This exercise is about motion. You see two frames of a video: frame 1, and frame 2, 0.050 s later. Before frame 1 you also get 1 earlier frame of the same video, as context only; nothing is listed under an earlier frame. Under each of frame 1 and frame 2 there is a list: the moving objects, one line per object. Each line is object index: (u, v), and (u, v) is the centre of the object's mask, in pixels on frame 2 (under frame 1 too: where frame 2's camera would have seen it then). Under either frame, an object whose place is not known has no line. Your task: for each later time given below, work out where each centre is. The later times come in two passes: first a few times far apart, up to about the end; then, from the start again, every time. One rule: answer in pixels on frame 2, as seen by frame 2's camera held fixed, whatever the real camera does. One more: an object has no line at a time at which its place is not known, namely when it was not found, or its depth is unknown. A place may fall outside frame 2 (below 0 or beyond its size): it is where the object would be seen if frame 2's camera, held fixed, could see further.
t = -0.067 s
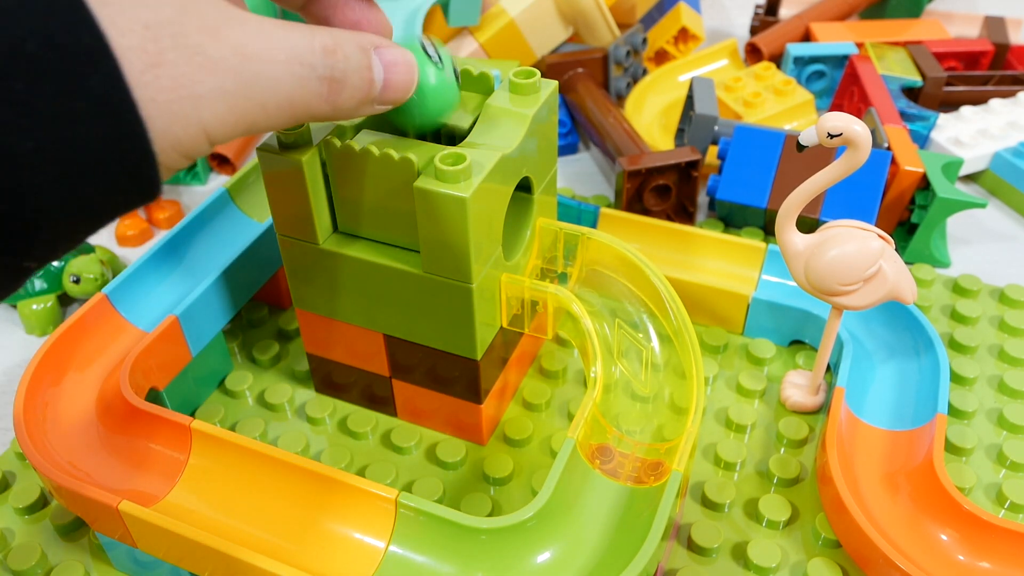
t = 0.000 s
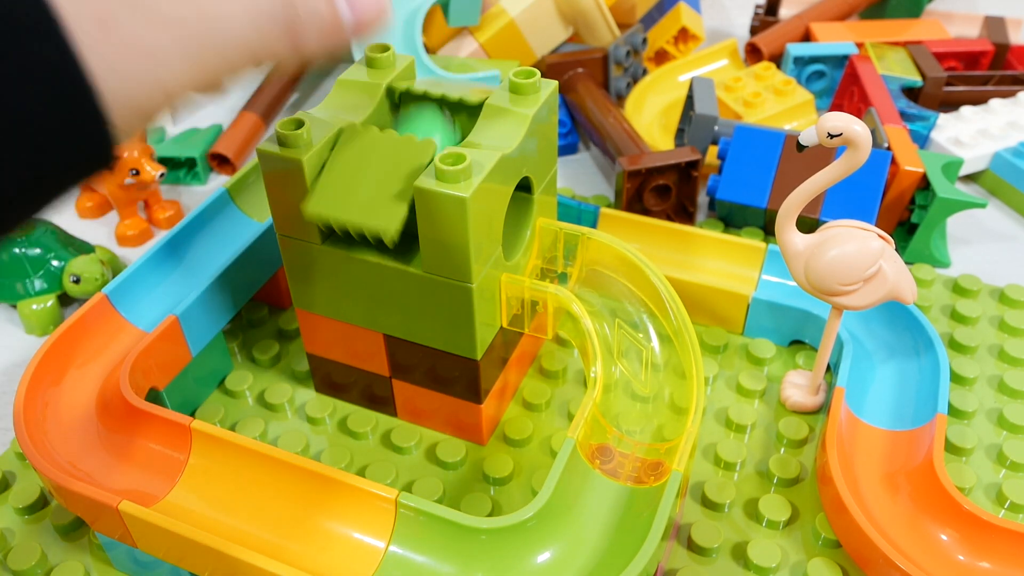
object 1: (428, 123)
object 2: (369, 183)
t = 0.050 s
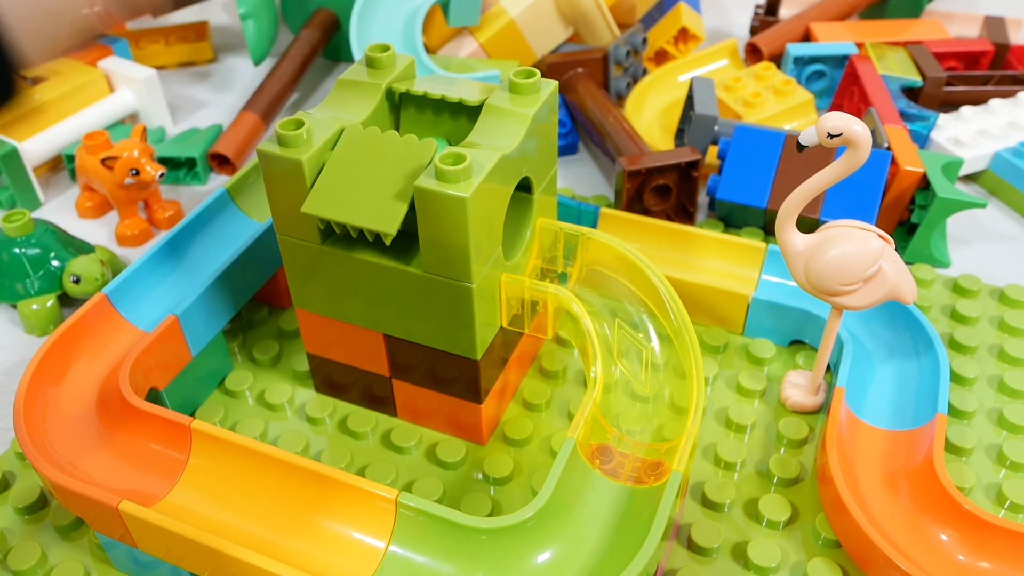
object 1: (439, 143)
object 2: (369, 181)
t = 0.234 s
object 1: (507, 218)
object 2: (372, 193)
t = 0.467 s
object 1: (542, 234)
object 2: (373, 193)
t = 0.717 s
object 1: (630, 437)
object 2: (373, 193)
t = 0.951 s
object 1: (358, 535)
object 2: (373, 193)
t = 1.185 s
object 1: (102, 442)
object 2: (373, 193)
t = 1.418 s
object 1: (154, 284)
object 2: (373, 193)
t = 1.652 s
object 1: (254, 184)
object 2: (373, 193)
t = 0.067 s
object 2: (369, 181)
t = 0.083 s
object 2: (369, 181)
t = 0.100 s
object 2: (369, 182)
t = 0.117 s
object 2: (369, 183)
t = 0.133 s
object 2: (369, 184)
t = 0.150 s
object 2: (370, 185)
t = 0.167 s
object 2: (371, 187)
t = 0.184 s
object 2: (372, 189)
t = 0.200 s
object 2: (372, 191)
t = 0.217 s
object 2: (373, 188)
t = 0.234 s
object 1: (507, 218)
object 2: (372, 193)
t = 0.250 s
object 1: (509, 219)
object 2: (372, 193)
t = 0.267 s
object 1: (512, 219)
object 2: (372, 193)
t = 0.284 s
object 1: (514, 220)
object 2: (372, 193)
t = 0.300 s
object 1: (516, 224)
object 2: (372, 193)
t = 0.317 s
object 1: (517, 222)
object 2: (372, 193)
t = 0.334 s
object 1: (519, 222)
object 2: (373, 193)
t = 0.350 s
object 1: (522, 222)
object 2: (372, 193)
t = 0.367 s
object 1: (524, 222)
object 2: (372, 193)
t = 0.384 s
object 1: (527, 223)
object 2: (372, 193)
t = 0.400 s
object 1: (529, 224)
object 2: (373, 193)
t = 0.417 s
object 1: (531, 224)
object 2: (373, 193)
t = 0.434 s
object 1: (534, 226)
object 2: (373, 193)
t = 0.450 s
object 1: (538, 229)
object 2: (372, 193)
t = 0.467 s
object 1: (542, 234)
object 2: (373, 193)
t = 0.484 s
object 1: (554, 247)
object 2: (373, 193)
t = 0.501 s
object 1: (564, 255)
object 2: (373, 193)
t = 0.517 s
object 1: (574, 257)
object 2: (373, 193)
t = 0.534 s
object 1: (583, 260)
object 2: (373, 193)
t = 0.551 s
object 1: (592, 264)
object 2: (373, 193)
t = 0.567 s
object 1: (600, 271)
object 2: (373, 193)
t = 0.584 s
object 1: (610, 279)
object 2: (373, 193)
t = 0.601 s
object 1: (620, 287)
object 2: (372, 193)
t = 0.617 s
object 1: (629, 300)
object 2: (373, 193)
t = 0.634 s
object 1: (638, 316)
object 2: (373, 193)
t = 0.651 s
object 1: (646, 336)
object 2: (373, 193)
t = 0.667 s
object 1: (650, 363)
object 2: (372, 193)
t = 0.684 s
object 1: (647, 395)
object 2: (373, 193)
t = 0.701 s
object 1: (641, 416)
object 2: (373, 193)
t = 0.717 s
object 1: (630, 437)
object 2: (373, 193)
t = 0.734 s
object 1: (621, 459)
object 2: (373, 193)
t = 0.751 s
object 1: (613, 482)
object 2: (372, 193)
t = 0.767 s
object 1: (604, 504)
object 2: (373, 193)
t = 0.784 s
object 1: (593, 526)
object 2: (373, 193)
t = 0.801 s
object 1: (576, 540)
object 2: (372, 193)
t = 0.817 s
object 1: (550, 548)
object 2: (372, 193)
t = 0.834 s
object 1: (525, 552)
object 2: (373, 193)
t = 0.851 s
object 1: (498, 554)
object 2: (373, 193)
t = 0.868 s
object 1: (471, 554)
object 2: (373, 193)
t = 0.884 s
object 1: (446, 551)
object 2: (372, 193)
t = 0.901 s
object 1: (423, 547)
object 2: (373, 193)
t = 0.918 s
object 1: (402, 543)
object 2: (373, 193)
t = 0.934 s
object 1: (380, 539)
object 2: (373, 193)
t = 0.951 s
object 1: (358, 535)
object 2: (373, 193)
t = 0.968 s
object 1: (336, 529)
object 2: (373, 193)
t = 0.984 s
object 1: (316, 522)
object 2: (373, 193)
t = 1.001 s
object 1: (297, 514)
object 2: (373, 193)
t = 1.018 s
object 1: (278, 507)
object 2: (373, 193)
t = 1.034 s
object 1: (258, 500)
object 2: (373, 193)
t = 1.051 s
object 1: (240, 492)
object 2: (373, 193)
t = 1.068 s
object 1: (222, 485)
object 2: (373, 193)
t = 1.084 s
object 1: (203, 480)
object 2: (373, 193)
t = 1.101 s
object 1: (184, 472)
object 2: (373, 193)
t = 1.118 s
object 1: (168, 465)
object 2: (373, 193)
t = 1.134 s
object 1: (152, 459)
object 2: (373, 193)
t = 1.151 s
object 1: (137, 454)
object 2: (373, 193)
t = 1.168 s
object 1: (120, 448)
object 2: (373, 193)
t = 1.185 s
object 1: (102, 442)
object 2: (373, 193)
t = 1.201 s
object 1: (87, 434)
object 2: (373, 193)
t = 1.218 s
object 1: (78, 424)
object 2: (373, 193)
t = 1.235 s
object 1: (73, 412)
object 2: (373, 193)
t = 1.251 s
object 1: (70, 400)
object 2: (373, 193)
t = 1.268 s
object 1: (69, 386)
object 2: (373, 193)
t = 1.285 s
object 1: (74, 372)
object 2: (373, 193)
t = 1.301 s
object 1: (81, 360)
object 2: (373, 193)
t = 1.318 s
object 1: (89, 347)
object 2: (373, 193)
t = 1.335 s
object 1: (99, 335)
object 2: (373, 193)
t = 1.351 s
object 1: (111, 324)
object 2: (373, 193)
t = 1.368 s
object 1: (123, 314)
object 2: (373, 193)
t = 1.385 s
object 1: (133, 304)
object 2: (373, 193)
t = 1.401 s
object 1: (143, 295)
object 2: (373, 193)
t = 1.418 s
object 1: (154, 284)
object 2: (373, 193)
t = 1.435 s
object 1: (164, 276)
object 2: (373, 193)
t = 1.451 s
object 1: (174, 267)
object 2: (373, 193)
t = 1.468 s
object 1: (183, 259)
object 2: (373, 193)
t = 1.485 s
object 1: (192, 250)
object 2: (373, 193)
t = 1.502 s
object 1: (200, 242)
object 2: (373, 193)
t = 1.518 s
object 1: (210, 234)
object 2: (373, 193)
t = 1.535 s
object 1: (219, 226)
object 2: (373, 193)
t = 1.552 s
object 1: (227, 219)
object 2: (373, 193)
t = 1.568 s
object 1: (235, 211)
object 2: (373, 193)
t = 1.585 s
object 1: (240, 204)
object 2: (373, 193)
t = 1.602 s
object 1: (245, 198)
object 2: (373, 193)
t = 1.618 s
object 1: (249, 193)
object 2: (373, 193)
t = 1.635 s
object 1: (250, 190)
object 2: (373, 193)
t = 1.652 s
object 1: (254, 184)
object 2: (373, 193)
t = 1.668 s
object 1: (257, 179)
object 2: (373, 193)
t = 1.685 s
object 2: (373, 193)
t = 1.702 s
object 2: (373, 193)
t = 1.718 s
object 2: (373, 193)
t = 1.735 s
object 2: (373, 193)
